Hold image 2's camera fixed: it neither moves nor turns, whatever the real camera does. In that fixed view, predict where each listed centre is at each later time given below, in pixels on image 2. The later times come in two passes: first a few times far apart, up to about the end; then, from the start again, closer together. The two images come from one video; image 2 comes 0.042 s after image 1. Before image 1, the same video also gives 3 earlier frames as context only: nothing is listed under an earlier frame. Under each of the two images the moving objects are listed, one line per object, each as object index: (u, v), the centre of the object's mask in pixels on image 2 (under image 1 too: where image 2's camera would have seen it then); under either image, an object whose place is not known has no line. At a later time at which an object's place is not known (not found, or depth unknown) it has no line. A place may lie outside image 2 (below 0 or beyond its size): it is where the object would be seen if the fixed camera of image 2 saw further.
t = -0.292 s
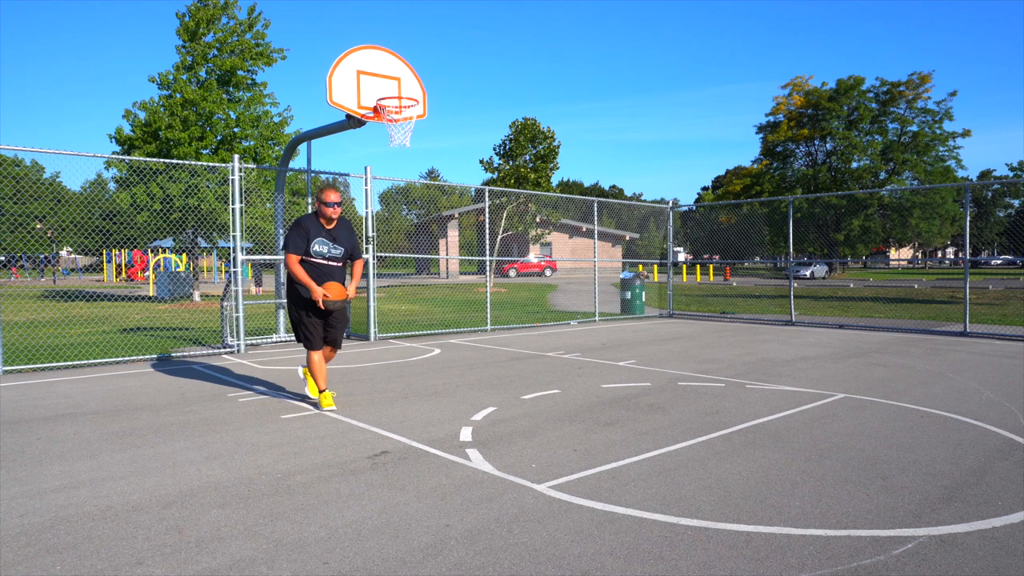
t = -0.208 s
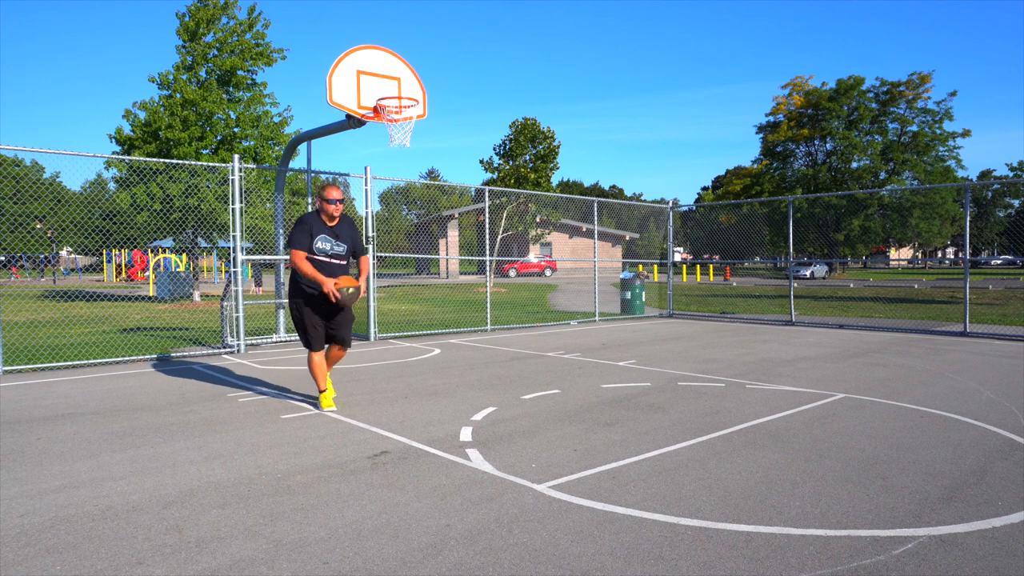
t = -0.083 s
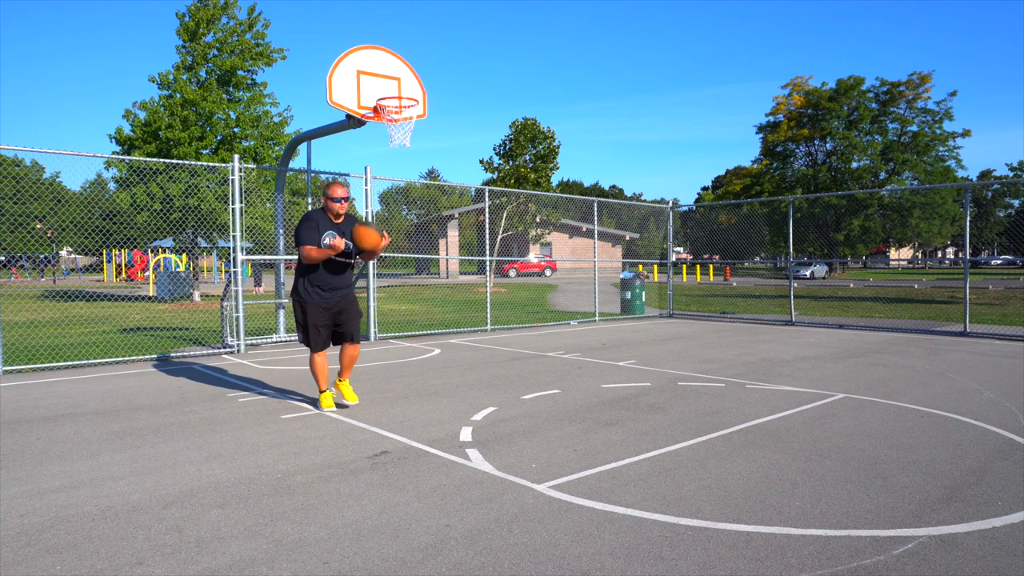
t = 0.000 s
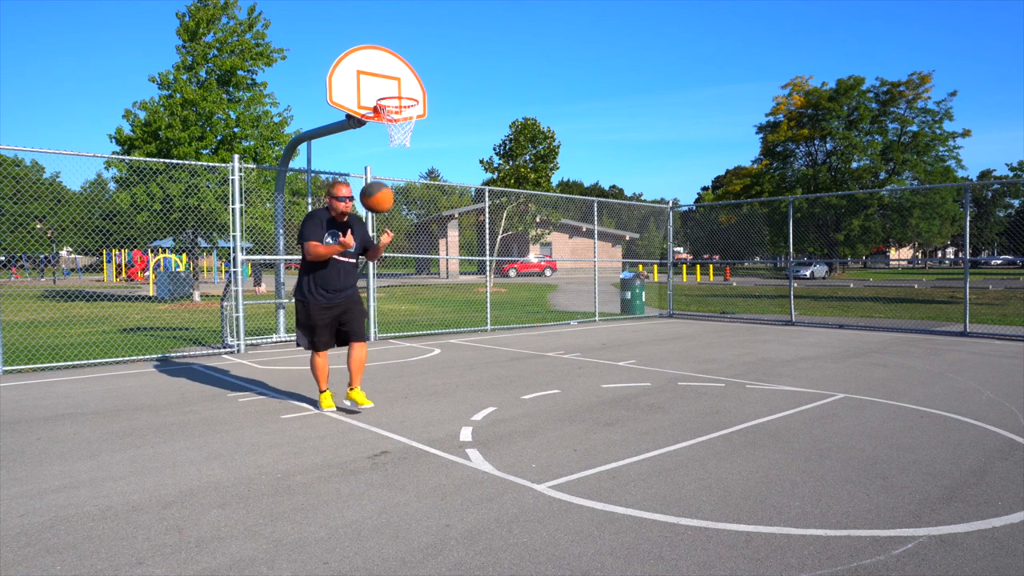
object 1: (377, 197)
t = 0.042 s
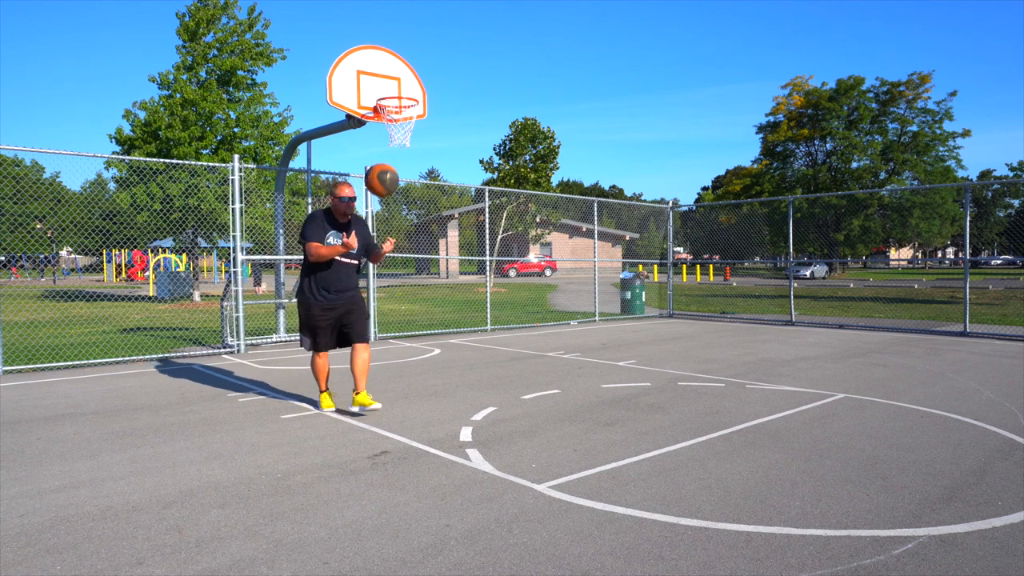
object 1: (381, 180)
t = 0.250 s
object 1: (409, 123)
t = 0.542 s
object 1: (460, 145)
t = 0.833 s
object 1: (528, 344)
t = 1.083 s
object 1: (548, 380)
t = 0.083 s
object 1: (387, 165)
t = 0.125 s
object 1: (392, 152)
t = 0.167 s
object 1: (398, 140)
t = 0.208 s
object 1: (403, 130)
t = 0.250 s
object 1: (409, 123)
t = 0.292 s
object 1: (416, 118)
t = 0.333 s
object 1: (423, 115)
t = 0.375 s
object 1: (429, 116)
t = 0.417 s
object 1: (437, 119)
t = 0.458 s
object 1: (444, 124)
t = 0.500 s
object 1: (452, 133)
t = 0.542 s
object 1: (460, 145)
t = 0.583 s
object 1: (469, 161)
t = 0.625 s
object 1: (477, 180)
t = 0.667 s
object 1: (486, 204)
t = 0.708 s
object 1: (496, 232)
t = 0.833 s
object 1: (528, 344)
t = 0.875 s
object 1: (541, 391)
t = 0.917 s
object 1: (554, 444)
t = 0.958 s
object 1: (561, 482)
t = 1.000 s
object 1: (557, 445)
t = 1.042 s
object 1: (552, 411)
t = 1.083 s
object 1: (548, 380)
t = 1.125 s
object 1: (543, 352)
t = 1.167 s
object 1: (539, 328)
